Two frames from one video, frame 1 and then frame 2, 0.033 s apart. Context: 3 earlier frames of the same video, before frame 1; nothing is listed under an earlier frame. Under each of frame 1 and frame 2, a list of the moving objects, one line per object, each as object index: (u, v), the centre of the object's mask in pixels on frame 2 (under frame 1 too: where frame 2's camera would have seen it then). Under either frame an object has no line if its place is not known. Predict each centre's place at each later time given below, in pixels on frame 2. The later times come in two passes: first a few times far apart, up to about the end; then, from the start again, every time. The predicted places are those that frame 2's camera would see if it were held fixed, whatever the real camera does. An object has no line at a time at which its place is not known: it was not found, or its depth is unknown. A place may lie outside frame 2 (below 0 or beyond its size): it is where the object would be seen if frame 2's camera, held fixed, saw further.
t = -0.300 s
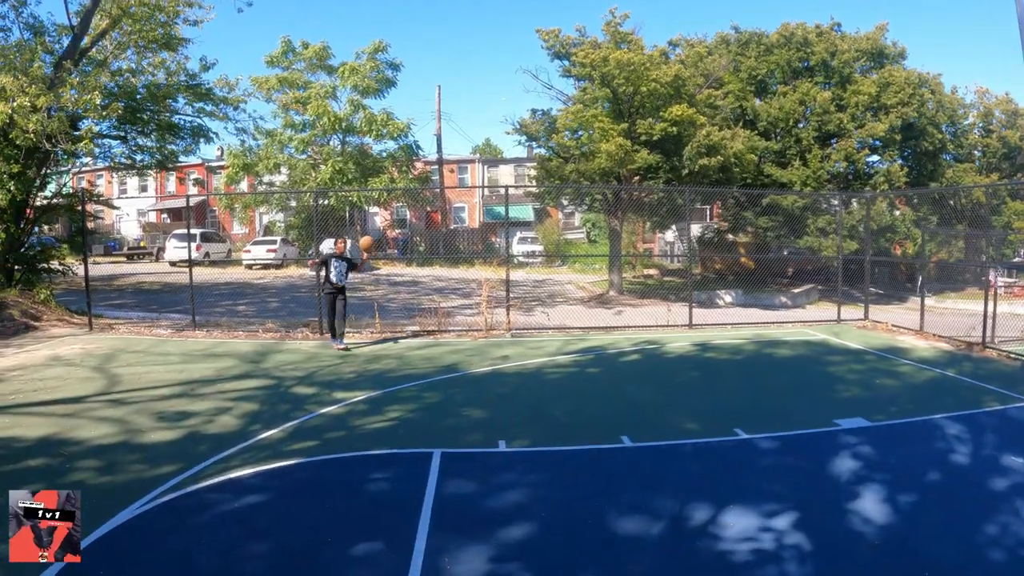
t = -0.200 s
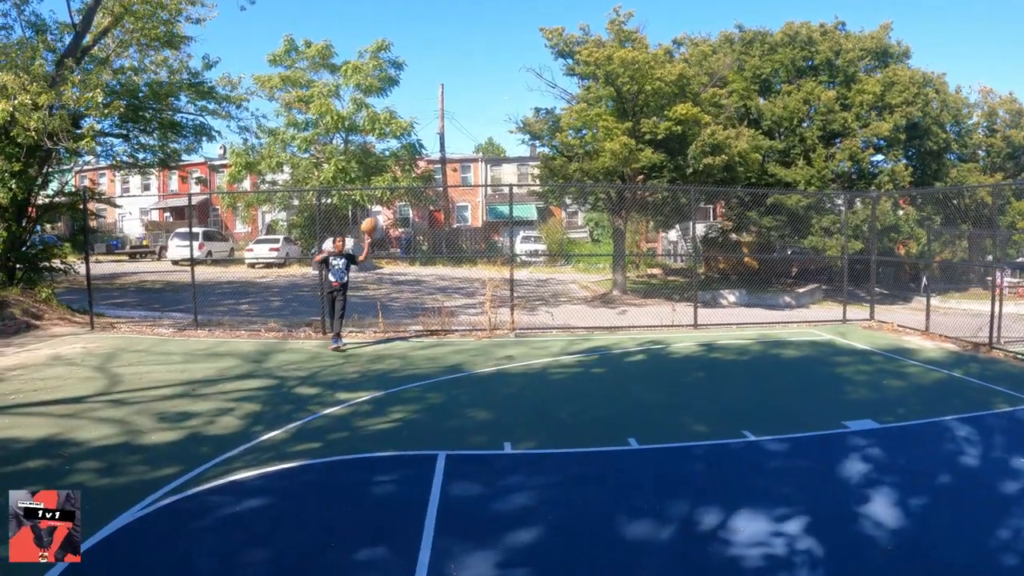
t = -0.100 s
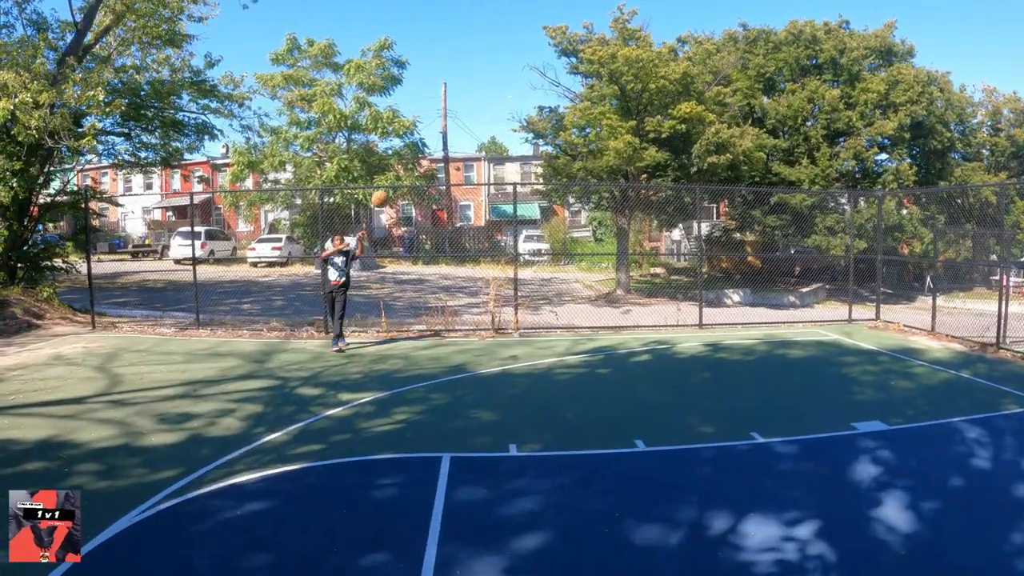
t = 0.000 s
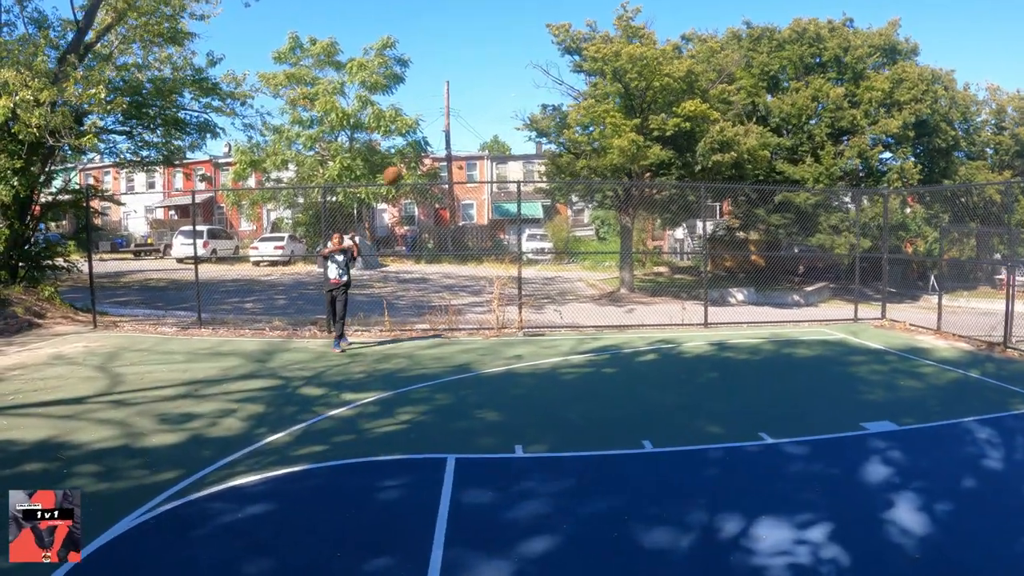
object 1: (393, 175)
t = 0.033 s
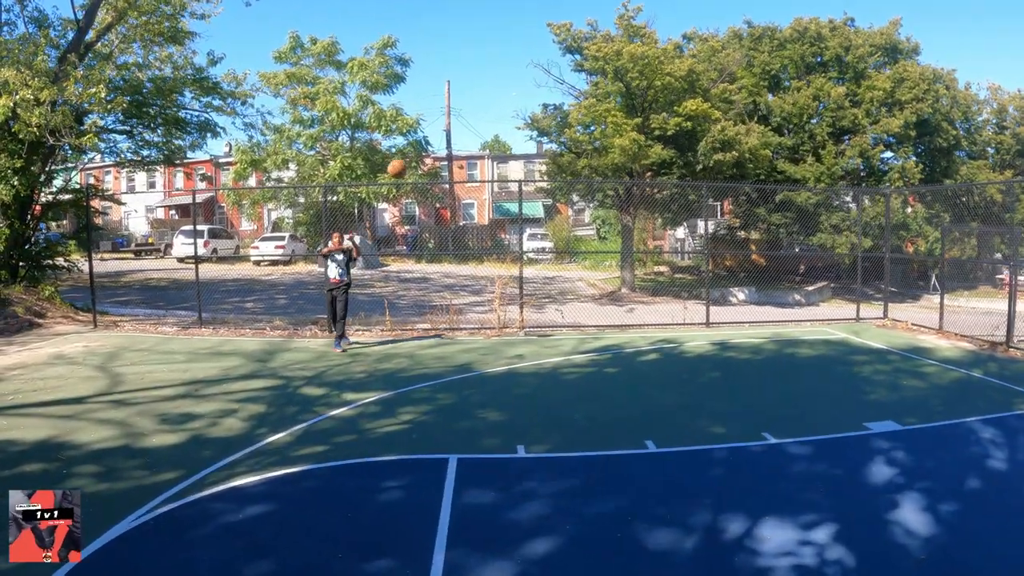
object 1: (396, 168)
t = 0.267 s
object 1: (430, 146)
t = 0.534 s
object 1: (493, 189)
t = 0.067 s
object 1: (400, 163)
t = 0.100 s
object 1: (404, 158)
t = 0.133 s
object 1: (409, 153)
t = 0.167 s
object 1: (414, 149)
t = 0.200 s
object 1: (419, 147)
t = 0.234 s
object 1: (424, 147)
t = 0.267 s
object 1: (430, 146)
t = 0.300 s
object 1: (437, 146)
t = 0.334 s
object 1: (444, 148)
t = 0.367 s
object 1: (451, 151)
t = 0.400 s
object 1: (457, 157)
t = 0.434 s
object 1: (465, 162)
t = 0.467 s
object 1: (474, 169)
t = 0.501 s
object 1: (481, 179)
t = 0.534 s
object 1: (493, 189)
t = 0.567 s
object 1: (502, 201)
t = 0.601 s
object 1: (513, 216)
